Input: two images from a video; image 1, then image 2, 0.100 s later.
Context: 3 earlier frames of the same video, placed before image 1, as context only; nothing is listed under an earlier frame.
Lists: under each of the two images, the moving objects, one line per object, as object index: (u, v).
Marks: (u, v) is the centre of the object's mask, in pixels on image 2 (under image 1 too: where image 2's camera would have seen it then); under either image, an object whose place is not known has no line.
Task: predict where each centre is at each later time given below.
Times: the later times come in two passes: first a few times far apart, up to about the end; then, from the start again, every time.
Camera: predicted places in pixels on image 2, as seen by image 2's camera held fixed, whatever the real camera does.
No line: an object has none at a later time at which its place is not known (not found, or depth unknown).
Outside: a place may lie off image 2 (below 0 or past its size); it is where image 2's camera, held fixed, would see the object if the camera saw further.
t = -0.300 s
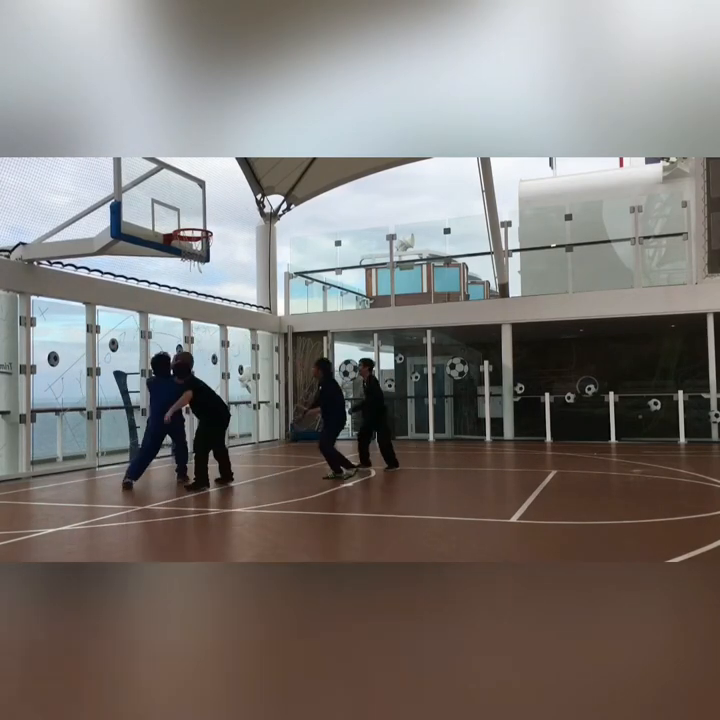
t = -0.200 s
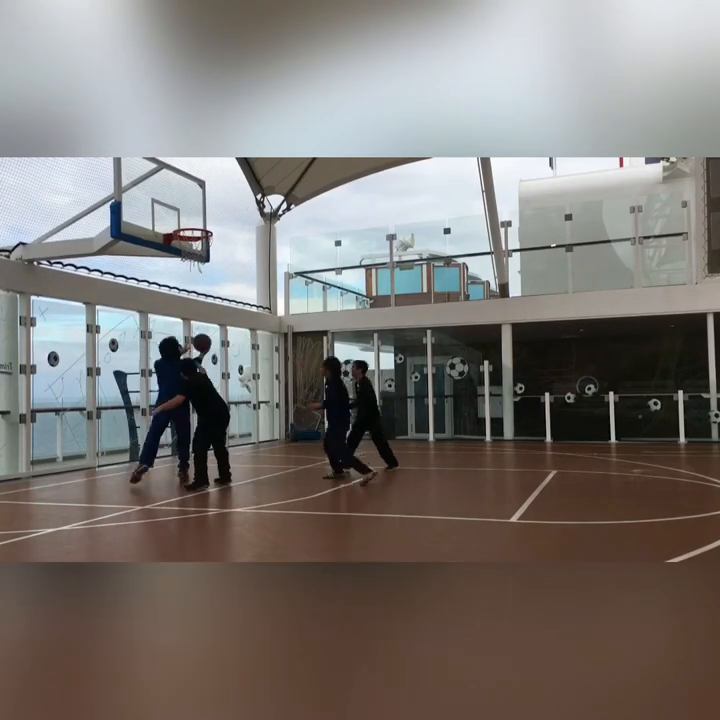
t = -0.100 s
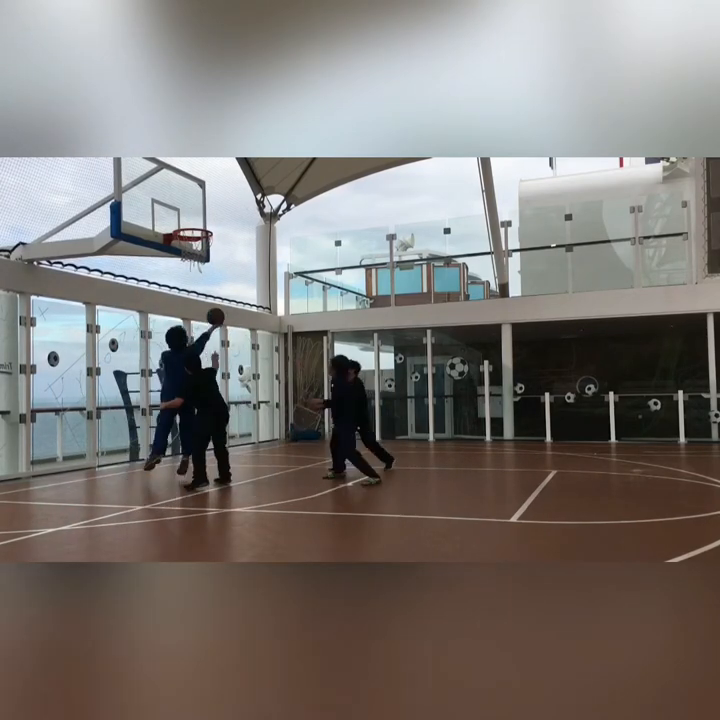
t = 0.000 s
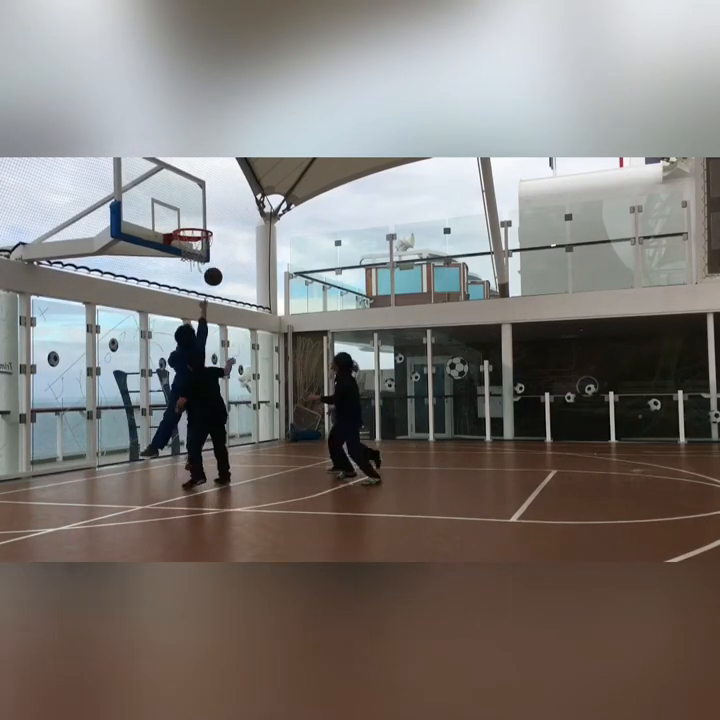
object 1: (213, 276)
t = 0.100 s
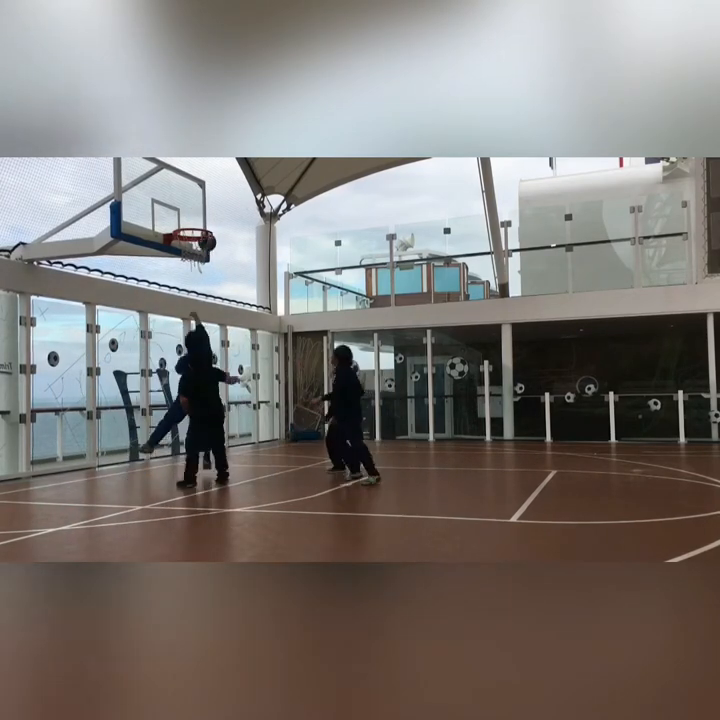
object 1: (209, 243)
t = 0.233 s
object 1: (199, 207)
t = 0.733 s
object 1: (203, 207)
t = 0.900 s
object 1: (214, 222)
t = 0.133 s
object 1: (205, 232)
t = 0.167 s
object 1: (203, 223)
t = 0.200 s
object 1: (201, 215)
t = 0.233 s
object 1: (199, 207)
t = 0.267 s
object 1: (197, 201)
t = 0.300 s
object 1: (197, 196)
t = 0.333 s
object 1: (198, 192)
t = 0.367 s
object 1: (198, 189)
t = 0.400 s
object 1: (199, 186)
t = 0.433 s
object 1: (199, 185)
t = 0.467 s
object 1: (199, 183)
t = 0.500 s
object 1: (199, 184)
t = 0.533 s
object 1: (200, 184)
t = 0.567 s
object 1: (200, 186)
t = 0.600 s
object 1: (201, 189)
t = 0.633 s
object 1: (201, 192)
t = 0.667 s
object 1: (202, 196)
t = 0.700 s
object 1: (202, 201)
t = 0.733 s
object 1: (203, 207)
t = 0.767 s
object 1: (203, 214)
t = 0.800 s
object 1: (204, 221)
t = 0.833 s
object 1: (205, 229)
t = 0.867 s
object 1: (209, 226)
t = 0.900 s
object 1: (214, 222)
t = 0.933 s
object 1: (218, 220)
